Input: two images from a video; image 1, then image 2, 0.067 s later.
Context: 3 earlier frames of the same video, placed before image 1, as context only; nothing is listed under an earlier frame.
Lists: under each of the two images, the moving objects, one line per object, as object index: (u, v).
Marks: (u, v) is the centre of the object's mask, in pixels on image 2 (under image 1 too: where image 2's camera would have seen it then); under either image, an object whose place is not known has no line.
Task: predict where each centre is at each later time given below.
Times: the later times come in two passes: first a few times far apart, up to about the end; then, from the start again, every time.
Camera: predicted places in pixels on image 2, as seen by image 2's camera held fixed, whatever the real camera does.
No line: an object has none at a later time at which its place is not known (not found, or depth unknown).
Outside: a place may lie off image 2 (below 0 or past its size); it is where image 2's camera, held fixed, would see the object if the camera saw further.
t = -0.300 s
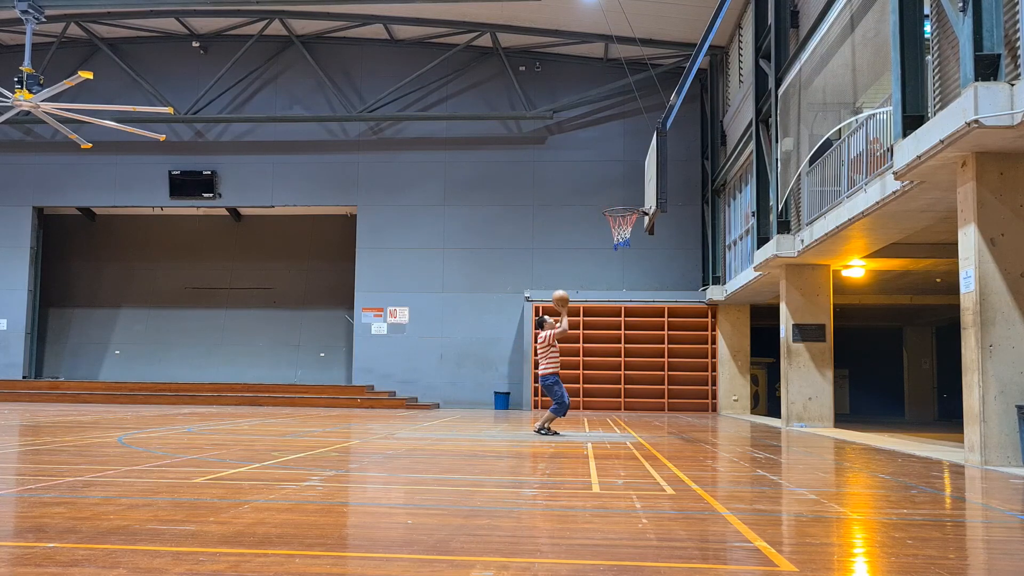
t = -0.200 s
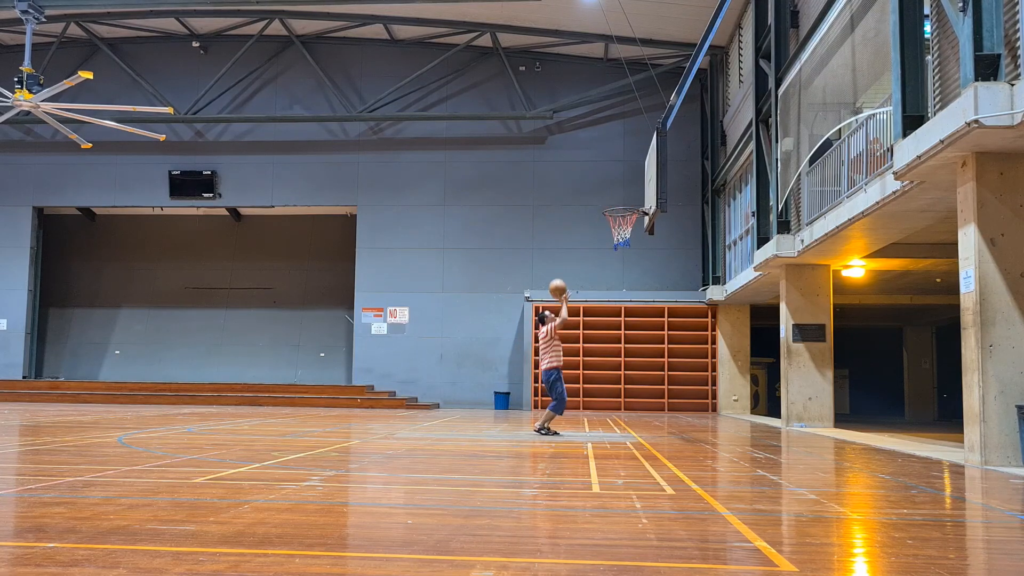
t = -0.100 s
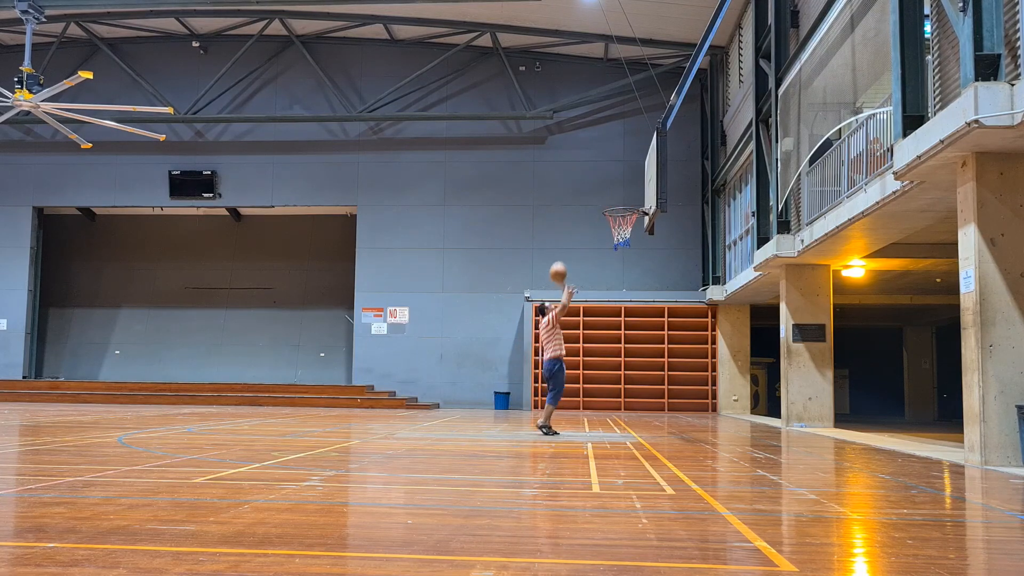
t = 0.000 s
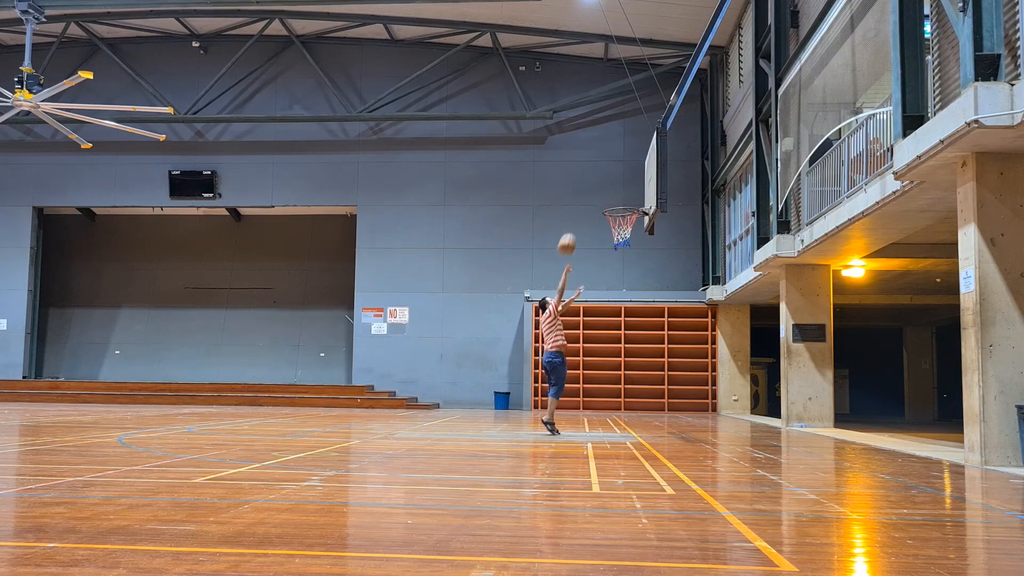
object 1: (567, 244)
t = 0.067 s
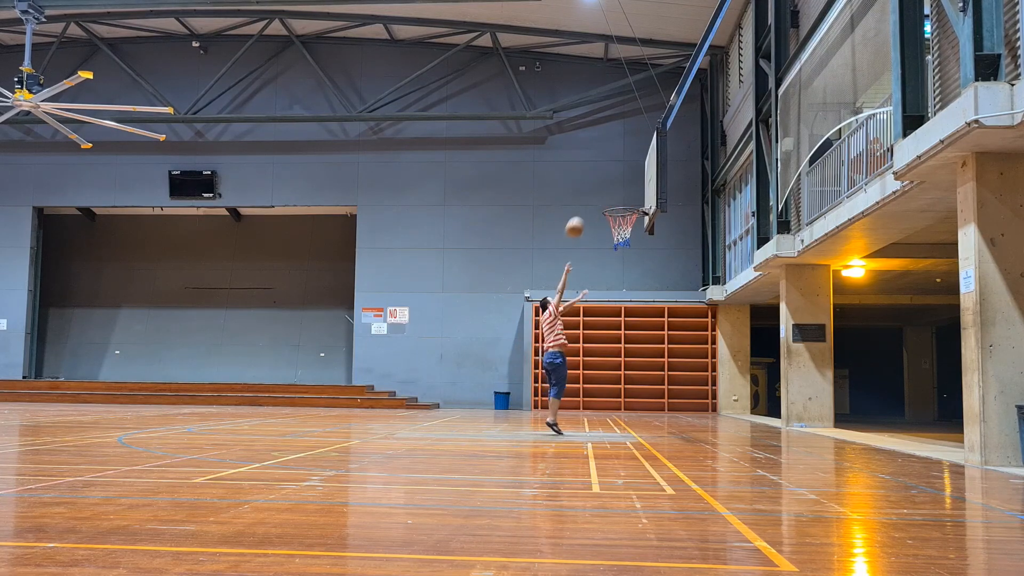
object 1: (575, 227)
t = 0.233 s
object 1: (593, 199)
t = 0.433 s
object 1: (615, 191)
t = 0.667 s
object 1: (623, 199)
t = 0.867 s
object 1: (606, 203)
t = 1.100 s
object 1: (595, 208)
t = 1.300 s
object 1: (584, 236)
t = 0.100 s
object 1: (579, 220)
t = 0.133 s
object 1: (582, 214)
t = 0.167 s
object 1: (586, 208)
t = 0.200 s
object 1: (590, 203)
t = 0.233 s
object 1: (593, 199)
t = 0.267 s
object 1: (597, 196)
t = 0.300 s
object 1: (601, 194)
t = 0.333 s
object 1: (605, 192)
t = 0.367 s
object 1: (608, 191)
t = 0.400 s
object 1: (612, 191)
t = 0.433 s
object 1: (615, 191)
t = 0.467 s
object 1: (619, 192)
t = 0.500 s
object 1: (623, 195)
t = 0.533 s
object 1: (626, 197)
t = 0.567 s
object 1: (630, 200)
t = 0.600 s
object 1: (630, 200)
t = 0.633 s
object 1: (626, 199)
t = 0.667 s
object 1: (623, 199)
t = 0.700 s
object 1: (620, 199)
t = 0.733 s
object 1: (616, 200)
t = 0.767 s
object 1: (613, 201)
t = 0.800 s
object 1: (609, 203)
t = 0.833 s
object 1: (607, 203)
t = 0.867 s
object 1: (606, 203)
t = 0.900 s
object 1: (605, 203)
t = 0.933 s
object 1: (603, 204)
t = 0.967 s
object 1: (602, 204)
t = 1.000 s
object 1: (600, 204)
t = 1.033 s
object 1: (599, 205)
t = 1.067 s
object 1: (597, 206)
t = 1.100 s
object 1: (595, 208)
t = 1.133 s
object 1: (593, 211)
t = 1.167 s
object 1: (592, 215)
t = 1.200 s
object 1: (590, 219)
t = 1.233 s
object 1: (588, 224)
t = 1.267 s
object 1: (586, 229)
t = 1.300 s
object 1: (584, 236)
